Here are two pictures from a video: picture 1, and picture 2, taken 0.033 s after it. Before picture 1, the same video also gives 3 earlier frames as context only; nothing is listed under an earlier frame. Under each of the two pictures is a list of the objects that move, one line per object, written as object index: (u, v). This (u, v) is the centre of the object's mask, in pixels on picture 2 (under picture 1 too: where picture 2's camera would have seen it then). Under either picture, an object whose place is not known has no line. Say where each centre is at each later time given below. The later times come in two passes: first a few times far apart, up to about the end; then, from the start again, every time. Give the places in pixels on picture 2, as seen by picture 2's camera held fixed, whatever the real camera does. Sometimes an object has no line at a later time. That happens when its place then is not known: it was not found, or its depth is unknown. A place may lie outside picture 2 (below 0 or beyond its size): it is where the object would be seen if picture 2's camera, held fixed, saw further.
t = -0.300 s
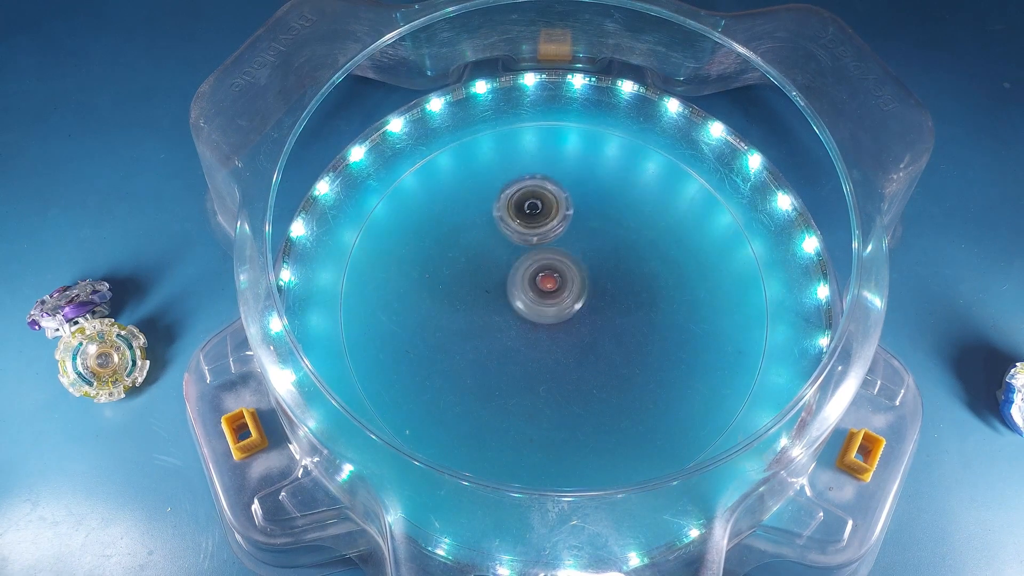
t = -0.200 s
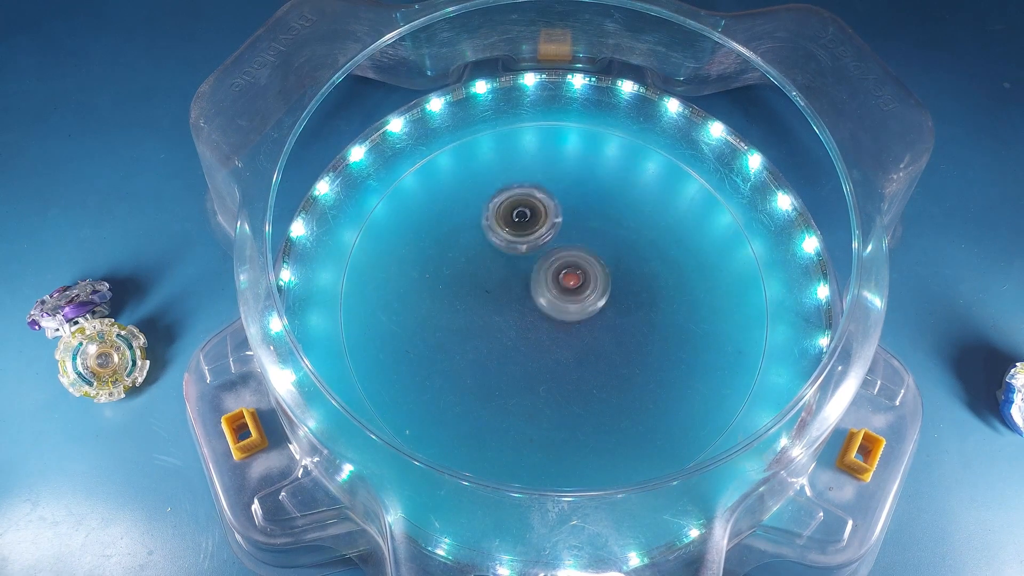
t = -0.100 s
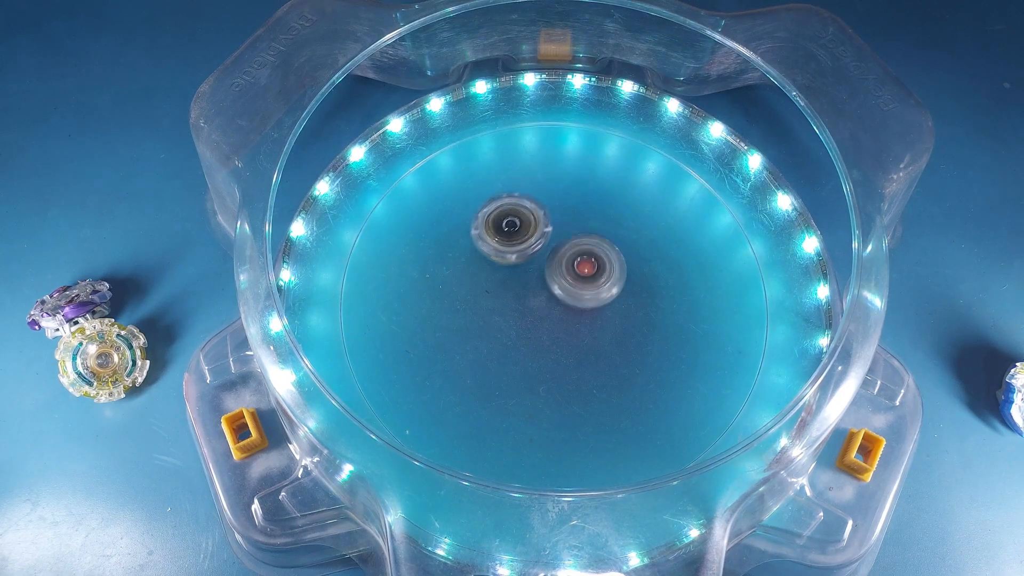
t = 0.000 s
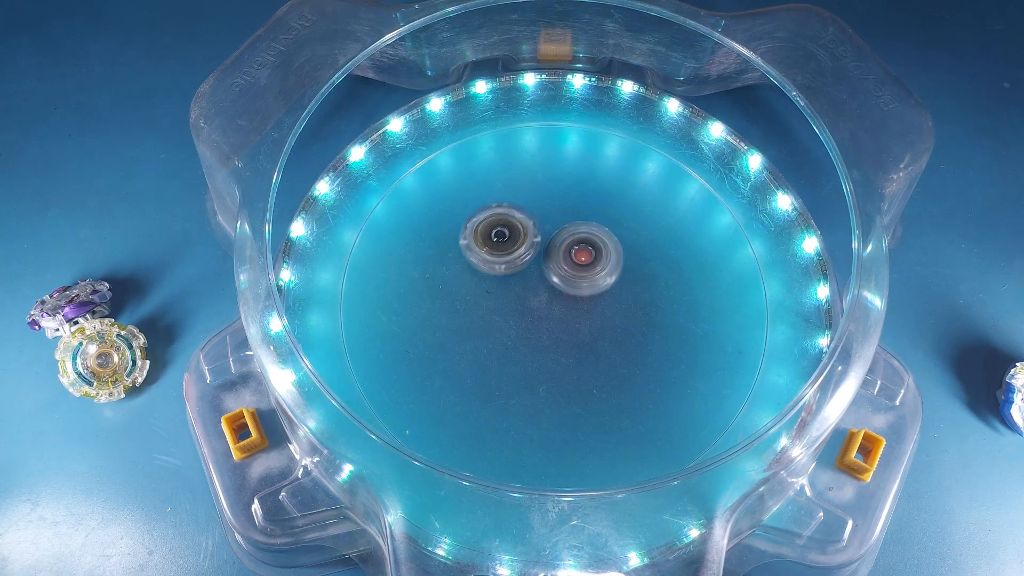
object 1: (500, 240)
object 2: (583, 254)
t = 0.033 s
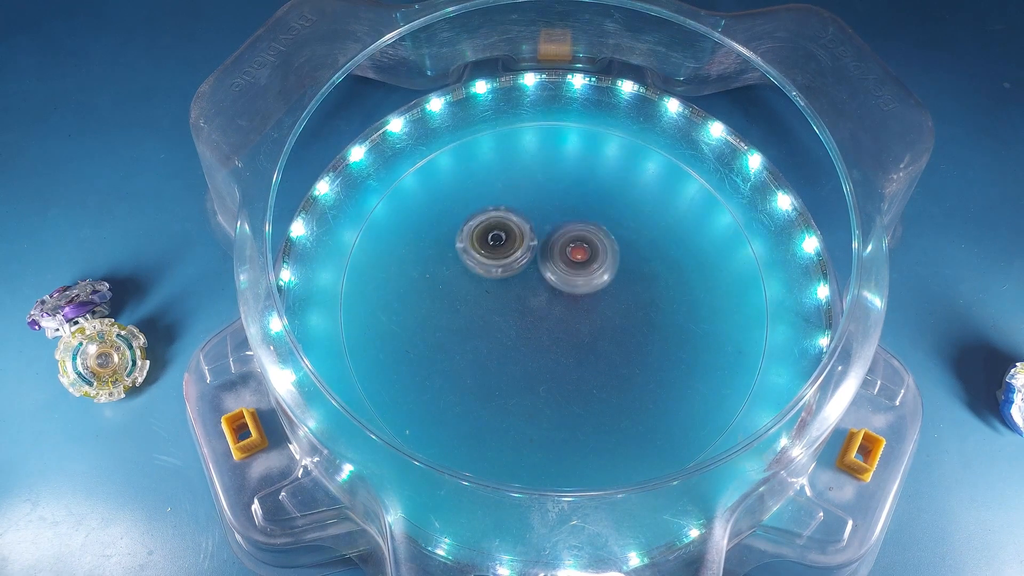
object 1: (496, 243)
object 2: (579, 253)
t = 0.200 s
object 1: (463, 254)
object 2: (576, 259)
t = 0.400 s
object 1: (446, 267)
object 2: (563, 282)
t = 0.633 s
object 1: (457, 285)
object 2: (567, 316)
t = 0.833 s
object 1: (485, 301)
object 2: (569, 309)
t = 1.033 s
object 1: (498, 310)
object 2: (581, 291)
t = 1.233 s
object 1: (503, 318)
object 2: (561, 262)
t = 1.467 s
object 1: (501, 325)
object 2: (539, 250)
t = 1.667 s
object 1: (501, 326)
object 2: (532, 253)
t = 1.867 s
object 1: (504, 324)
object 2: (545, 257)
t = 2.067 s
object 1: (513, 320)
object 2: (579, 260)
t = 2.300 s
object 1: (518, 314)
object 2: (597, 255)
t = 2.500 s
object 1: (518, 311)
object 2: (589, 262)
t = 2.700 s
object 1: (512, 308)
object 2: (590, 274)
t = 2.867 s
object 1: (508, 299)
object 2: (599, 283)
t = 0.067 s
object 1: (491, 246)
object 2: (574, 251)
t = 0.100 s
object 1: (481, 247)
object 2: (578, 252)
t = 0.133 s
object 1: (474, 249)
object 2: (579, 255)
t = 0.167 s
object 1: (468, 252)
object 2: (578, 256)
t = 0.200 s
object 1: (463, 254)
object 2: (576, 259)
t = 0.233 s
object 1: (459, 257)
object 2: (574, 261)
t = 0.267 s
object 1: (455, 258)
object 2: (573, 264)
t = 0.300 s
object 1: (452, 260)
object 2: (570, 268)
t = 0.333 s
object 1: (449, 263)
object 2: (568, 273)
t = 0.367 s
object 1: (447, 265)
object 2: (564, 277)
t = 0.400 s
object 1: (446, 267)
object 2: (563, 282)
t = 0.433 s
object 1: (444, 269)
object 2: (561, 287)
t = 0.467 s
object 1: (444, 272)
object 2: (561, 293)
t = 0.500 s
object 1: (446, 274)
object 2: (561, 300)
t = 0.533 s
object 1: (448, 277)
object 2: (560, 305)
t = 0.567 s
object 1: (450, 279)
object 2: (563, 314)
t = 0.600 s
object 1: (454, 282)
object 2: (565, 314)
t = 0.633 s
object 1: (457, 285)
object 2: (567, 316)
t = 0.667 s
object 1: (461, 287)
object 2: (569, 317)
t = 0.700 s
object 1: (465, 290)
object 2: (570, 318)
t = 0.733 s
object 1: (470, 292)
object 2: (571, 316)
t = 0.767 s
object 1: (475, 296)
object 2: (570, 319)
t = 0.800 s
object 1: (480, 299)
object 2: (570, 316)
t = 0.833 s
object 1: (485, 301)
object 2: (569, 309)
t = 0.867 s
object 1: (487, 302)
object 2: (572, 307)
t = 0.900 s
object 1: (489, 302)
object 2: (577, 305)
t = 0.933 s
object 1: (492, 303)
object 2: (581, 304)
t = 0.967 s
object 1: (495, 306)
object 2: (583, 302)
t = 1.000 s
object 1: (496, 308)
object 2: (583, 297)
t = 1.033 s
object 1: (498, 310)
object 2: (581, 291)
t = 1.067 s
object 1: (499, 311)
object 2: (579, 284)
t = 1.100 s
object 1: (501, 313)
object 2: (577, 276)
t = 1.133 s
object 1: (501, 314)
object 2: (574, 270)
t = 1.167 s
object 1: (502, 316)
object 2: (569, 269)
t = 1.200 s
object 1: (502, 317)
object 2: (565, 264)
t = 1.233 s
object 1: (503, 318)
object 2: (561, 262)
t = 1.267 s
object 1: (503, 320)
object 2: (557, 259)
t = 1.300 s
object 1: (503, 320)
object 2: (552, 254)
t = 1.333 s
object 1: (504, 321)
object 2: (548, 253)
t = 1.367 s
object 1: (504, 322)
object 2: (544, 252)
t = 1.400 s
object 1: (501, 323)
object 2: (543, 249)
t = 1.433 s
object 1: (501, 323)
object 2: (542, 251)
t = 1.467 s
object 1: (501, 325)
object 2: (539, 250)
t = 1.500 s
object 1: (500, 326)
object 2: (537, 250)
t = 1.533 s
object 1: (501, 325)
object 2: (534, 252)
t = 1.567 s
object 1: (501, 325)
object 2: (531, 253)
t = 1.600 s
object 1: (501, 325)
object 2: (530, 255)
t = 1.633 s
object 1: (500, 325)
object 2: (531, 255)
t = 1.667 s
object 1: (501, 326)
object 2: (532, 253)
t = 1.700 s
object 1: (500, 326)
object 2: (534, 253)
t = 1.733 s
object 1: (502, 327)
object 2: (535, 253)
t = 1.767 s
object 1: (503, 325)
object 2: (536, 254)
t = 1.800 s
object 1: (504, 325)
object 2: (538, 256)
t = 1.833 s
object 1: (504, 325)
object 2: (541, 256)
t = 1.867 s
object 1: (504, 324)
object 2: (545, 257)
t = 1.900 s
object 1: (506, 326)
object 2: (550, 260)
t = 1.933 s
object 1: (506, 325)
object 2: (556, 261)
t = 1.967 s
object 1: (507, 323)
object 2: (562, 262)
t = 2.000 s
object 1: (510, 323)
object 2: (568, 262)
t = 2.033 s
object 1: (512, 322)
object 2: (574, 261)
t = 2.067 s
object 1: (513, 320)
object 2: (579, 260)
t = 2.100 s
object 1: (517, 319)
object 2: (582, 258)
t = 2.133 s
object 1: (519, 318)
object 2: (582, 258)
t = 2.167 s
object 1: (521, 317)
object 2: (581, 256)
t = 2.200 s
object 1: (525, 315)
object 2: (578, 258)
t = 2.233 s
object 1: (516, 316)
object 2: (587, 258)
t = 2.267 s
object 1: (516, 314)
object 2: (593, 257)
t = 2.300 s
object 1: (518, 314)
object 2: (597, 255)
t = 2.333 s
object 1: (518, 317)
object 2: (598, 254)
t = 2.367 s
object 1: (515, 315)
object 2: (596, 253)
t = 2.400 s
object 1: (517, 314)
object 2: (595, 255)
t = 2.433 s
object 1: (518, 315)
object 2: (594, 258)
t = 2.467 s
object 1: (517, 315)
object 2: (592, 260)
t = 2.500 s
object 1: (518, 311)
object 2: (589, 262)
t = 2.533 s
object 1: (518, 311)
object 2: (585, 264)
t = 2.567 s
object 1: (513, 310)
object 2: (585, 269)
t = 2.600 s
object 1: (512, 307)
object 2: (587, 269)
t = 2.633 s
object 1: (514, 307)
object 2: (591, 271)
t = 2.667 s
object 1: (514, 308)
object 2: (593, 273)
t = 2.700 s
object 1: (512, 308)
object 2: (590, 274)
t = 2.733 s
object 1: (512, 305)
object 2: (591, 277)
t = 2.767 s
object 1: (511, 304)
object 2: (593, 280)
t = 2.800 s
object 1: (507, 301)
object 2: (598, 280)
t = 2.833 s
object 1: (507, 298)
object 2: (598, 279)
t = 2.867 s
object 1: (508, 299)
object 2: (599, 283)
